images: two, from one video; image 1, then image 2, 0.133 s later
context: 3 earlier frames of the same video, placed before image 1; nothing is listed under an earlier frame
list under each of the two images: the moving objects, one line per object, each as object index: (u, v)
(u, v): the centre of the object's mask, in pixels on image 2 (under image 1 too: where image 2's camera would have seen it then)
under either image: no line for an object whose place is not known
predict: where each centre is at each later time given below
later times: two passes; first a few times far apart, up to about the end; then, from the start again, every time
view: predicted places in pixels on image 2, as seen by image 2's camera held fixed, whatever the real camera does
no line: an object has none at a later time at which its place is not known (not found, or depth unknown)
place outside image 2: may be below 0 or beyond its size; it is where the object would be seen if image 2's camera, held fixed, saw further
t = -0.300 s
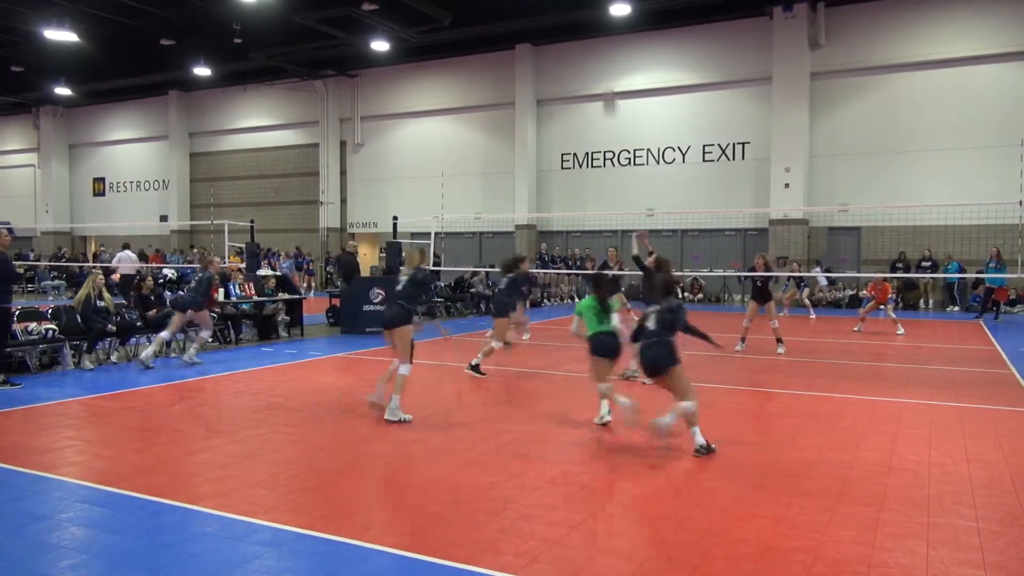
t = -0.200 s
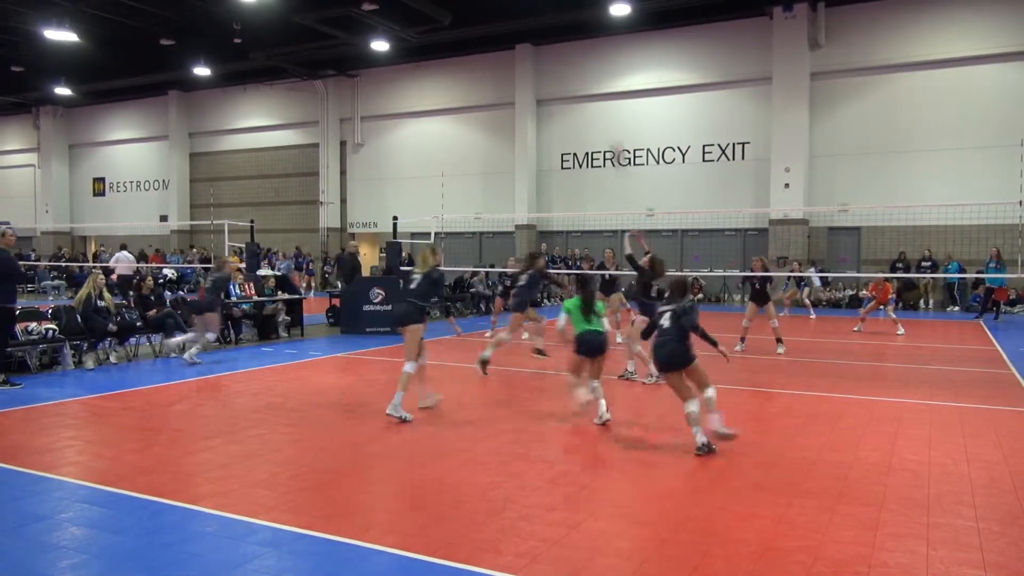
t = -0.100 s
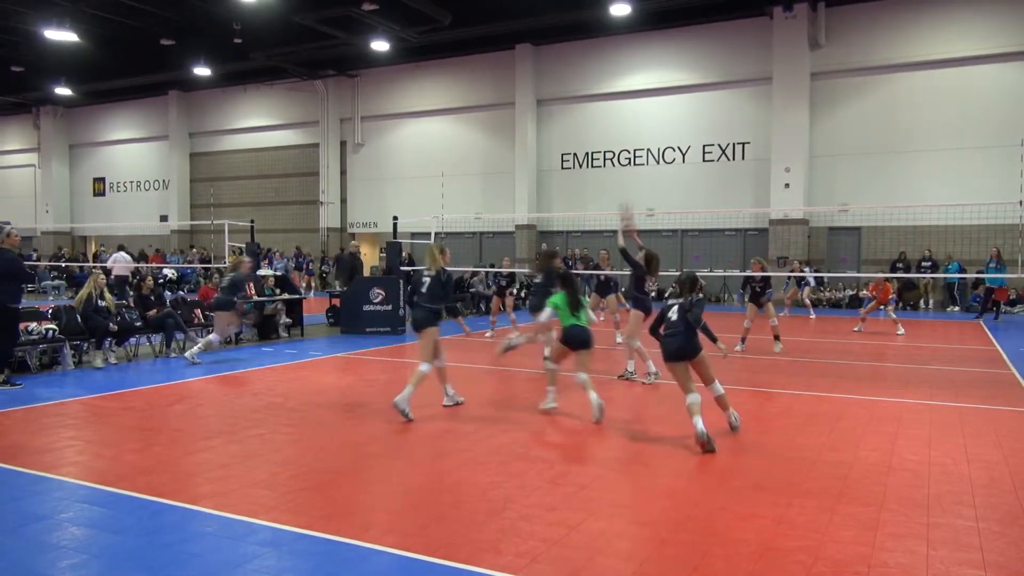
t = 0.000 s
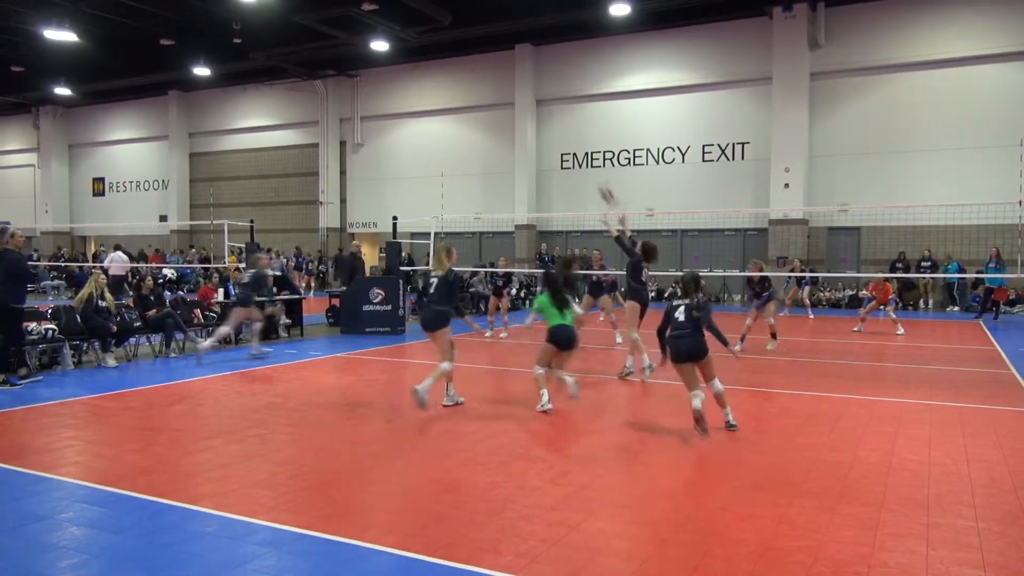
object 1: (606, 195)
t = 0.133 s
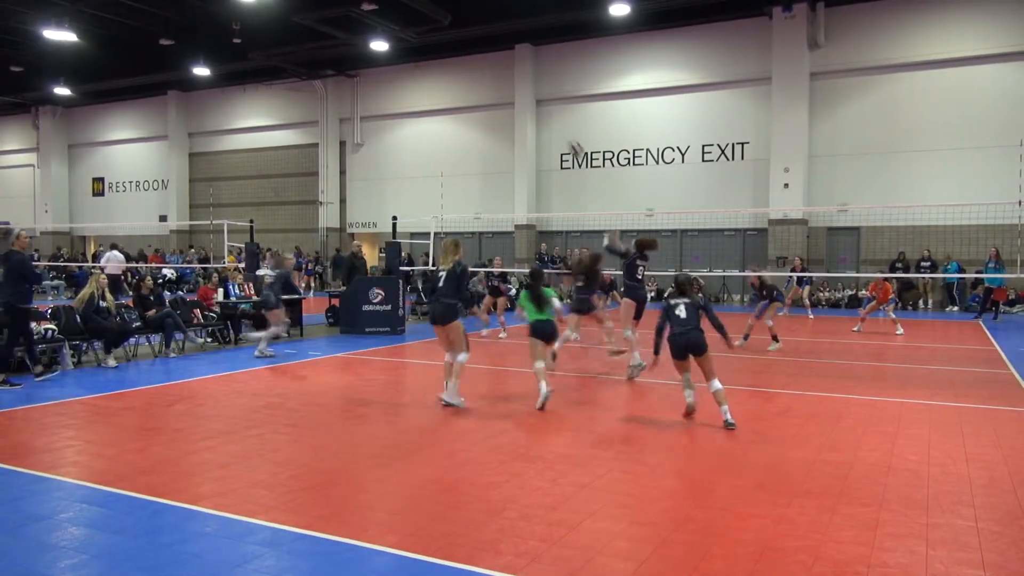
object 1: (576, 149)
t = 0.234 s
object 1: (555, 127)
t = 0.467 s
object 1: (511, 106)
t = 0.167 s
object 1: (569, 141)
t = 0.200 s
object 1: (562, 134)
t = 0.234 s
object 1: (555, 127)
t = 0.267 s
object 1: (549, 120)
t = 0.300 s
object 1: (541, 116)
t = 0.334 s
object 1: (537, 112)
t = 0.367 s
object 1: (529, 110)
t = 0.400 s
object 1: (522, 108)
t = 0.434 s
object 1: (517, 106)
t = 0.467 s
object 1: (511, 106)
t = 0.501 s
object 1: (505, 106)
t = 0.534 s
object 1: (498, 107)
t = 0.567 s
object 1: (494, 108)
